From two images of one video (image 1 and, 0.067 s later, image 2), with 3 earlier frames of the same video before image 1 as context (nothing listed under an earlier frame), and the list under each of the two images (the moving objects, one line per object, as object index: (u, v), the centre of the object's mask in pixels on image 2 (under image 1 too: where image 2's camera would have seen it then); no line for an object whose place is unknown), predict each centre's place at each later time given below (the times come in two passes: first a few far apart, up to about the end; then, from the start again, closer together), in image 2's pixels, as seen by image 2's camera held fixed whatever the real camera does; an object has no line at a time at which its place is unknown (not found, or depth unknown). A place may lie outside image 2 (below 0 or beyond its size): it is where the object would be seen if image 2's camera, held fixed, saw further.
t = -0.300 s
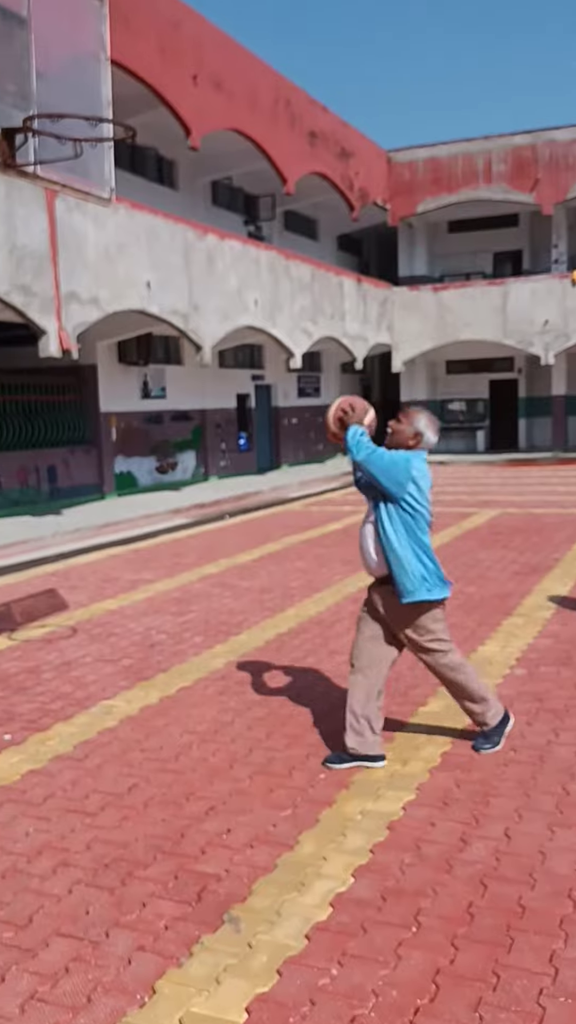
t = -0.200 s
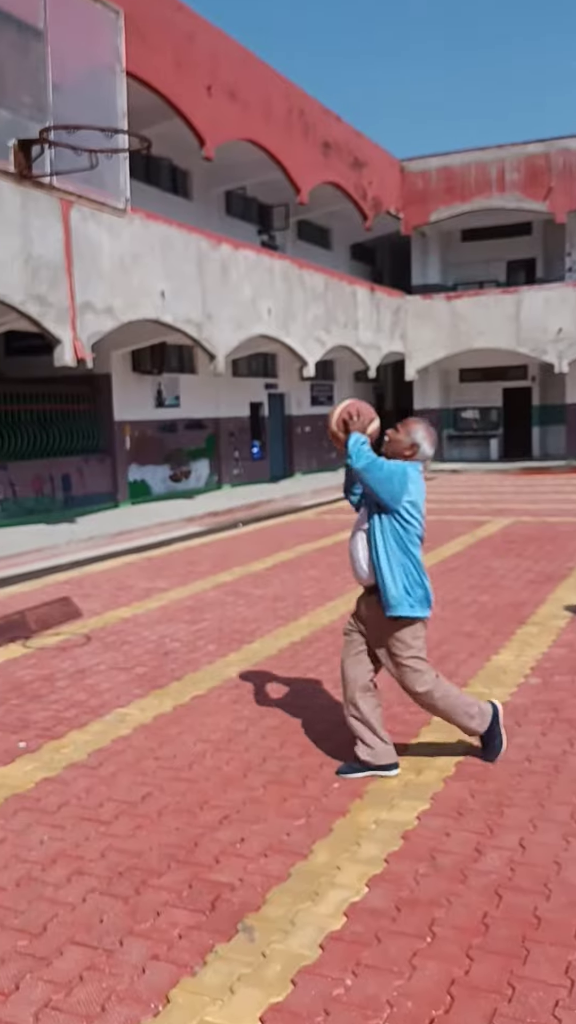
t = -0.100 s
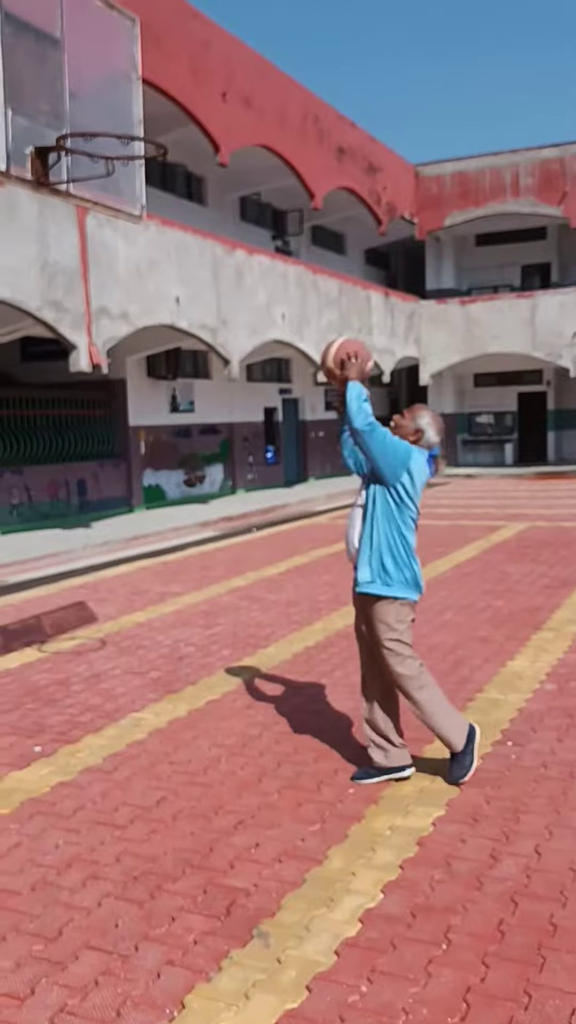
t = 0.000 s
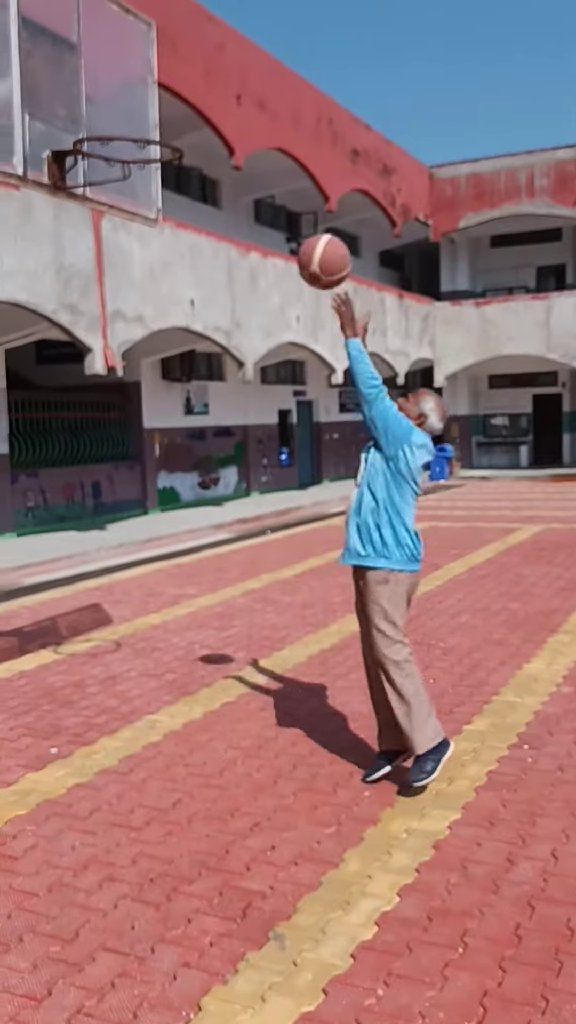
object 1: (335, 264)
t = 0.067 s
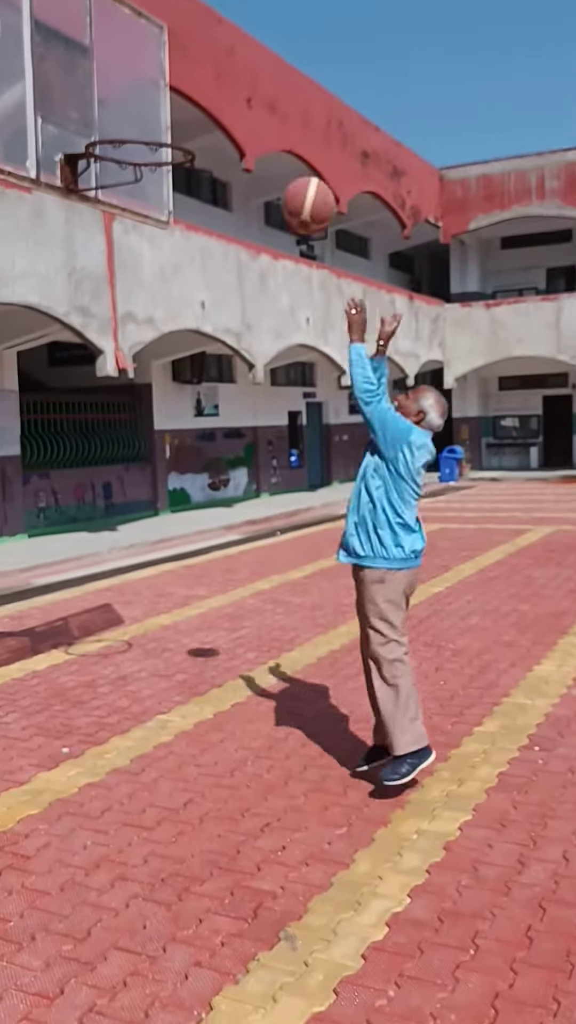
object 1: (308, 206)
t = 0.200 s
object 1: (258, 119)
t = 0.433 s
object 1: (171, 68)
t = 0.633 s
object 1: (102, 123)
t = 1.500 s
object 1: (170, 148)
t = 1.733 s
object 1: (126, 188)
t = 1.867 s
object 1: (153, 254)
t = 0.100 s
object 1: (295, 180)
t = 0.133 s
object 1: (283, 157)
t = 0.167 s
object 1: (270, 137)
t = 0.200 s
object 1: (258, 119)
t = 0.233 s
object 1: (246, 105)
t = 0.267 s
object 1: (232, 92)
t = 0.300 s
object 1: (221, 81)
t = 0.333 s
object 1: (208, 75)
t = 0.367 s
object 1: (196, 70)
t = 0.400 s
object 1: (183, 67)
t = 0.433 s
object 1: (171, 68)
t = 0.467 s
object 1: (159, 71)
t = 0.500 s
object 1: (148, 77)
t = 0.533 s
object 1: (137, 86)
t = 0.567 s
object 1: (123, 95)
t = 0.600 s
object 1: (112, 109)
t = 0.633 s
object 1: (102, 123)
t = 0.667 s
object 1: (106, 110)
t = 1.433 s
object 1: (154, 139)
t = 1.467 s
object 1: (167, 145)
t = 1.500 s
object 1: (170, 148)
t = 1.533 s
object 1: (159, 147)
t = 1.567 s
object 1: (148, 149)
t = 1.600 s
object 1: (138, 153)
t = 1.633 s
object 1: (128, 160)
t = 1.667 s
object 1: (119, 170)
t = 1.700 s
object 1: (119, 177)
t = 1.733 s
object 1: (126, 188)
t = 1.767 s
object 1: (133, 202)
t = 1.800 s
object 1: (140, 218)
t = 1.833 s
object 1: (146, 235)
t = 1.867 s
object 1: (153, 254)
